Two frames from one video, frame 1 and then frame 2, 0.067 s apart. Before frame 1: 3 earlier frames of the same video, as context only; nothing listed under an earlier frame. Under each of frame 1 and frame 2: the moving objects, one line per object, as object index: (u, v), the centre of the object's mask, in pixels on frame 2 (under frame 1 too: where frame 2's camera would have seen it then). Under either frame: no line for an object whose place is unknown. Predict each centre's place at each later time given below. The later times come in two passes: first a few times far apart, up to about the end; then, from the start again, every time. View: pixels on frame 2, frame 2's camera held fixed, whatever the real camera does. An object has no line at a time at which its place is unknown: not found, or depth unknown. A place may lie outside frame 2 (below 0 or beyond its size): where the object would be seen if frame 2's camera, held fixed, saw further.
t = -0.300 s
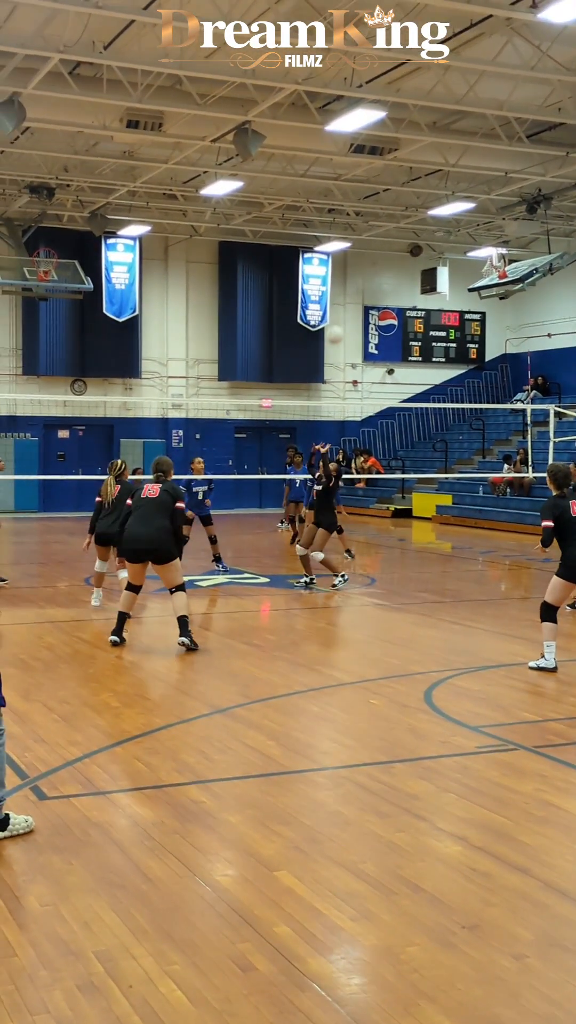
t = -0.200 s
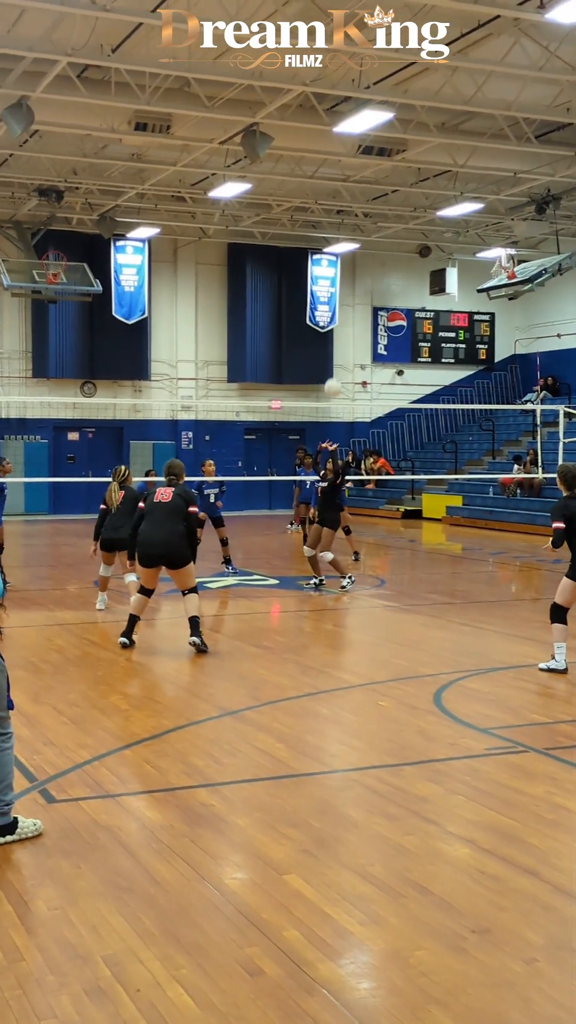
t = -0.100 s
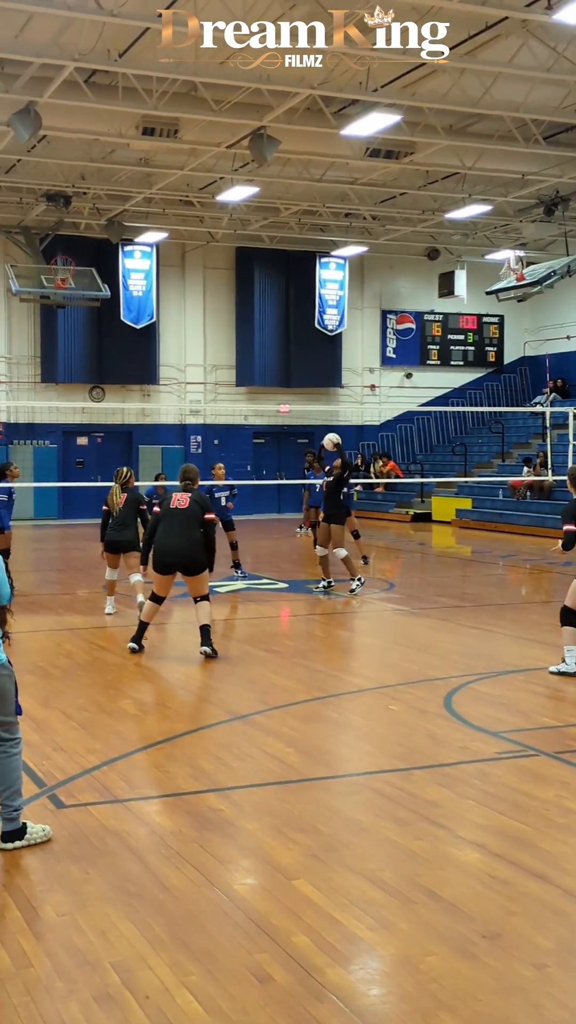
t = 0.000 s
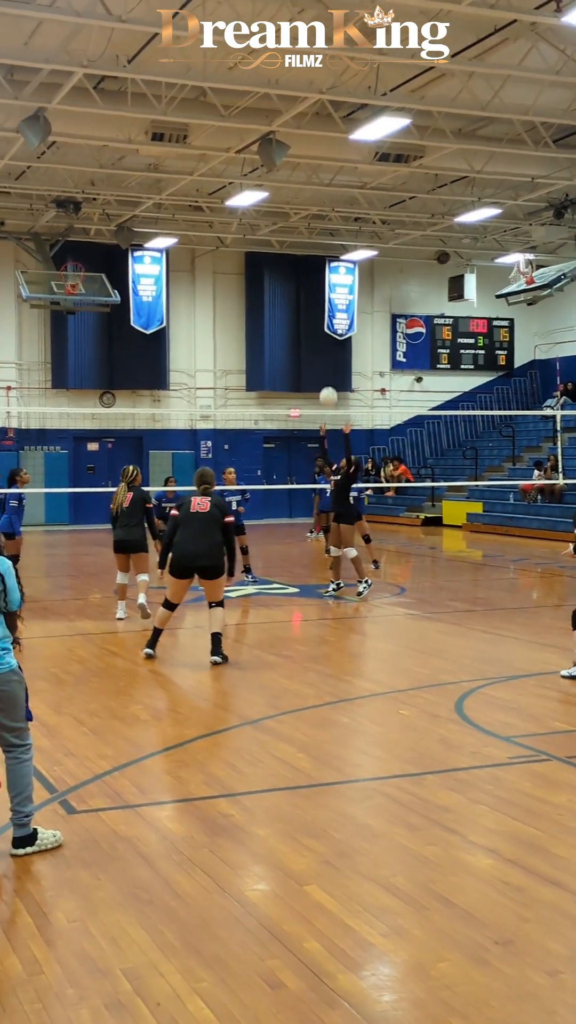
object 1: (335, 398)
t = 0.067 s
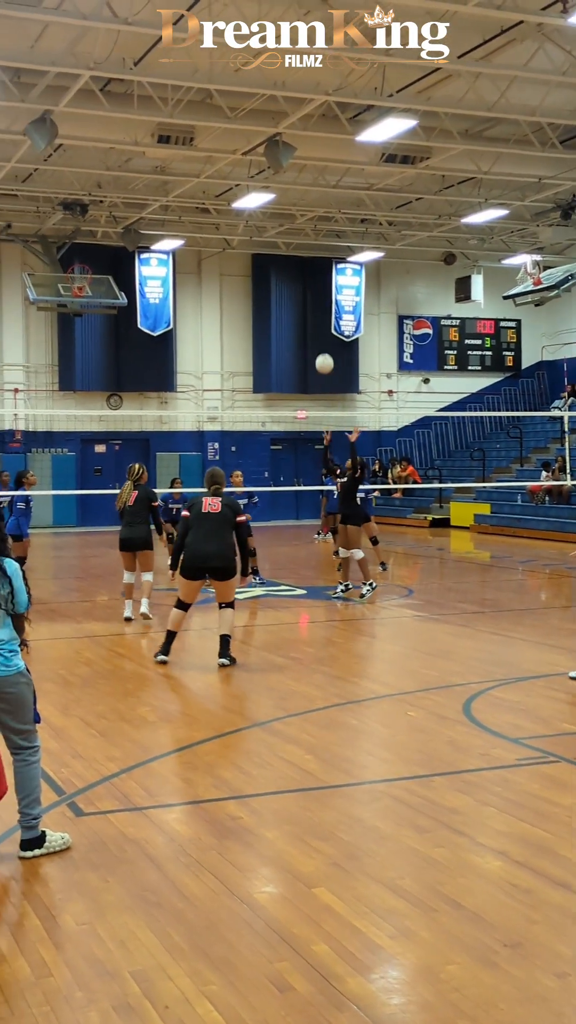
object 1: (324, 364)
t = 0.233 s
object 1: (297, 293)
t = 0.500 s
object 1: (254, 230)
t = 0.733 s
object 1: (218, 225)
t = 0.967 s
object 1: (183, 263)
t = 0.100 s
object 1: (319, 347)
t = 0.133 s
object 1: (313, 332)
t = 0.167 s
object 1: (308, 318)
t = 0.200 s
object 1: (303, 305)
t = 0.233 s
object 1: (297, 293)
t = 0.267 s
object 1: (292, 281)
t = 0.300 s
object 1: (286, 271)
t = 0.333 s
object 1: (281, 262)
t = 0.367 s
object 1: (276, 254)
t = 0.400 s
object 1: (270, 247)
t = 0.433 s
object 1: (265, 241)
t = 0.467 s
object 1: (259, 235)
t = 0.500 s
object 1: (254, 230)
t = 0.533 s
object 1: (249, 227)
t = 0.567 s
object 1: (244, 224)
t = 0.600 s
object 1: (238, 222)
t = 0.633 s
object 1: (233, 222)
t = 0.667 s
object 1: (228, 222)
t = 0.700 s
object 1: (223, 223)
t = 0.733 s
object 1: (218, 225)
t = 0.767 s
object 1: (212, 227)
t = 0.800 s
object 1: (208, 231)
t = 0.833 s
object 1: (203, 235)
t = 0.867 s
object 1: (198, 241)
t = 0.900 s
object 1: (193, 248)
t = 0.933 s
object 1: (188, 254)
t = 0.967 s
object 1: (183, 263)
